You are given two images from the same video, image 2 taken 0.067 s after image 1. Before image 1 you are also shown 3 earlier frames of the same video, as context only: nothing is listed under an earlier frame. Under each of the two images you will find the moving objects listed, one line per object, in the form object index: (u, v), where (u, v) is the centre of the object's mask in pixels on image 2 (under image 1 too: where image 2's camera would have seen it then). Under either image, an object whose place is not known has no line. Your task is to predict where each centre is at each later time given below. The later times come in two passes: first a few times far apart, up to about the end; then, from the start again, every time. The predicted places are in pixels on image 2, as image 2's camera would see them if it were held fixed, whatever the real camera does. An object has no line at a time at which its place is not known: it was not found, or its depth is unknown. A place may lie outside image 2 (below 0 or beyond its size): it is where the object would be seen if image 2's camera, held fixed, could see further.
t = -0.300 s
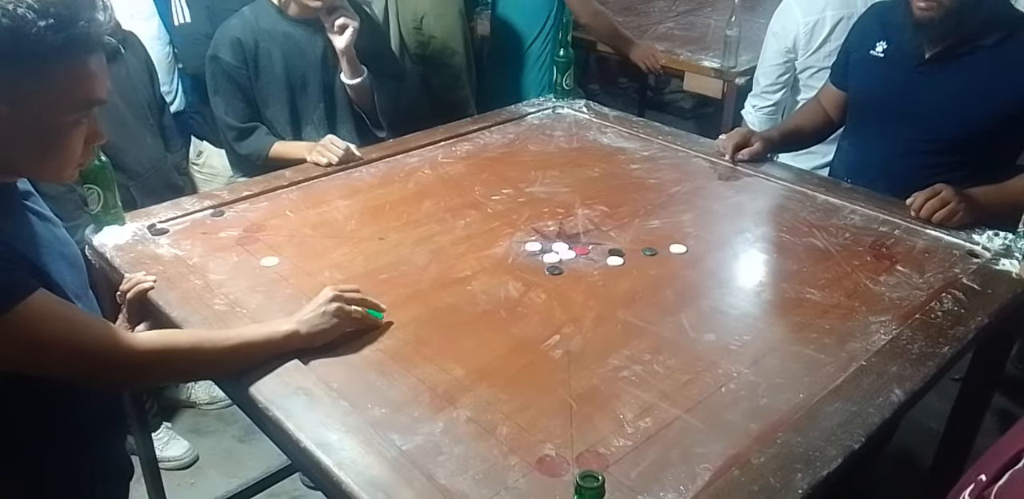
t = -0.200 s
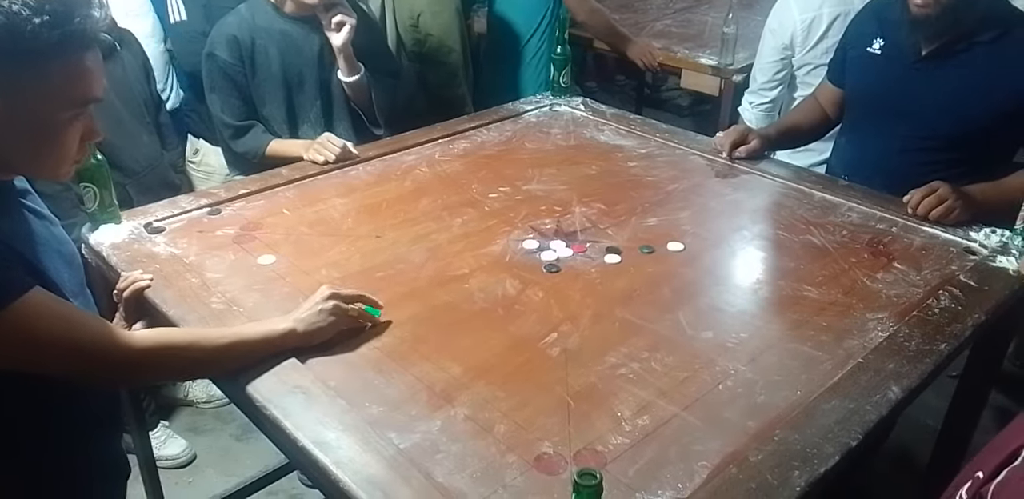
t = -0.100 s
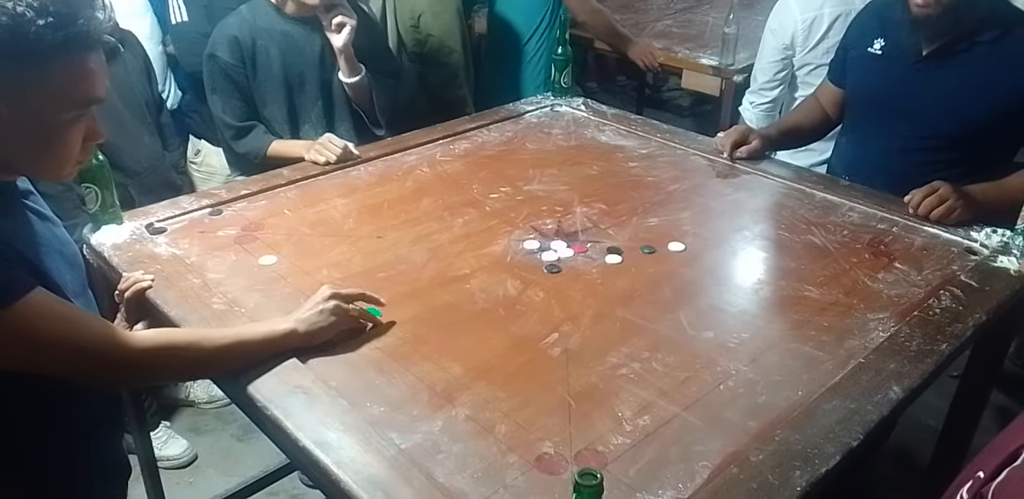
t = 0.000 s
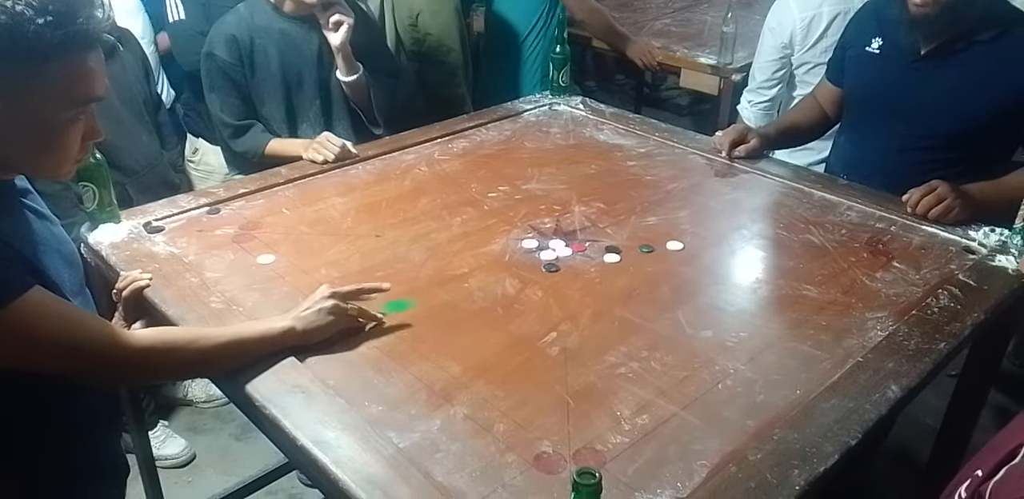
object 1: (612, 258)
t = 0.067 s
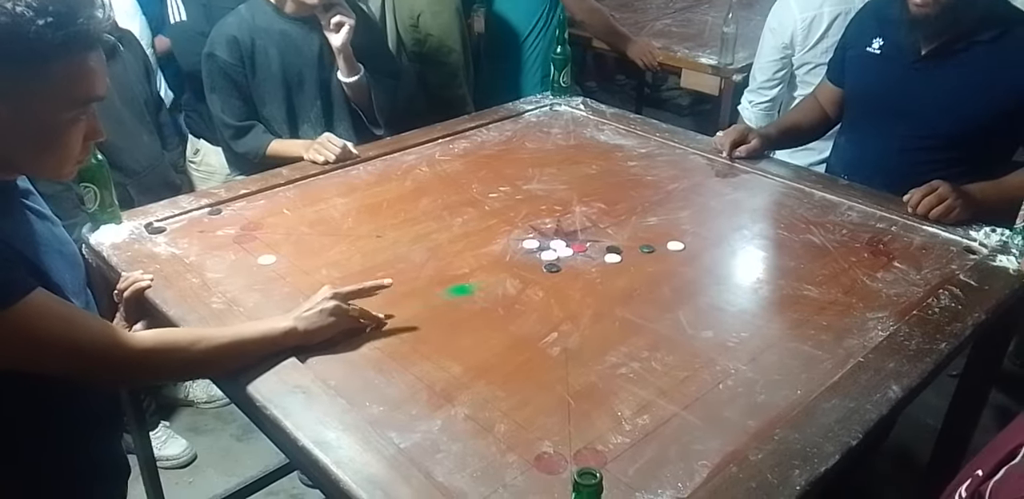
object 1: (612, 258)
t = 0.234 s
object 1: (627, 257)
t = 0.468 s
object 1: (755, 278)
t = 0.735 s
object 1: (838, 287)
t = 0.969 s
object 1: (856, 289)
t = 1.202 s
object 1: (856, 289)
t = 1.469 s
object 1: (857, 289)
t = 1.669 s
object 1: (857, 289)
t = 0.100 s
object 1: (612, 258)
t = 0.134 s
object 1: (612, 258)
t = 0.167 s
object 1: (612, 258)
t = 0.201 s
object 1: (612, 258)
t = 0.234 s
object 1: (627, 257)
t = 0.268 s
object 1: (650, 256)
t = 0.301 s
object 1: (669, 259)
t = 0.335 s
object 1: (687, 262)
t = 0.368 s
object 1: (704, 265)
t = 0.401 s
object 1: (719, 268)
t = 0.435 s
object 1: (733, 273)
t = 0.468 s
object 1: (755, 278)
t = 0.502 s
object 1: (768, 276)
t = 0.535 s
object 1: (780, 277)
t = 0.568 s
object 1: (792, 280)
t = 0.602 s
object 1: (804, 281)
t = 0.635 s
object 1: (813, 283)
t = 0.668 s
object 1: (823, 284)
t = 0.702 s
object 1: (831, 285)
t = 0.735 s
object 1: (838, 287)
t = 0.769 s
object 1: (844, 287)
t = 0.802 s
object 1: (849, 288)
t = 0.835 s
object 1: (853, 288)
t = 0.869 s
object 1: (855, 289)
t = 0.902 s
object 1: (856, 289)
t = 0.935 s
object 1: (856, 289)
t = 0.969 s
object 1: (856, 289)
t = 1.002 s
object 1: (856, 289)
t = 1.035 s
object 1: (856, 289)
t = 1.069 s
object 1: (856, 289)
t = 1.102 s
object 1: (856, 289)
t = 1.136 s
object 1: (857, 289)
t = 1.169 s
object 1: (856, 289)
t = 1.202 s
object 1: (856, 289)
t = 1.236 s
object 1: (856, 289)
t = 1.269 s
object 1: (856, 289)
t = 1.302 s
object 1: (856, 289)
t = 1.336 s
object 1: (856, 289)
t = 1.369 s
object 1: (856, 289)
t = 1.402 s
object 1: (856, 289)
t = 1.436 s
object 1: (857, 289)
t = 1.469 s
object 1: (857, 289)
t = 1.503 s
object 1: (857, 289)
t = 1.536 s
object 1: (857, 289)
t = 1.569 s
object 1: (857, 289)
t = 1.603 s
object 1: (856, 289)
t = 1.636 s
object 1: (857, 289)
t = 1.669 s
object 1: (857, 289)
